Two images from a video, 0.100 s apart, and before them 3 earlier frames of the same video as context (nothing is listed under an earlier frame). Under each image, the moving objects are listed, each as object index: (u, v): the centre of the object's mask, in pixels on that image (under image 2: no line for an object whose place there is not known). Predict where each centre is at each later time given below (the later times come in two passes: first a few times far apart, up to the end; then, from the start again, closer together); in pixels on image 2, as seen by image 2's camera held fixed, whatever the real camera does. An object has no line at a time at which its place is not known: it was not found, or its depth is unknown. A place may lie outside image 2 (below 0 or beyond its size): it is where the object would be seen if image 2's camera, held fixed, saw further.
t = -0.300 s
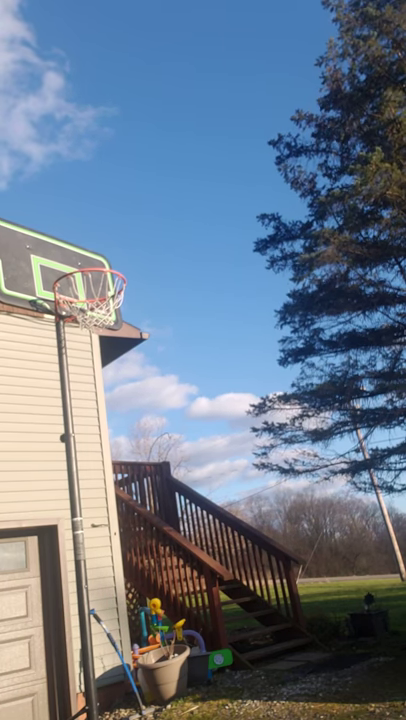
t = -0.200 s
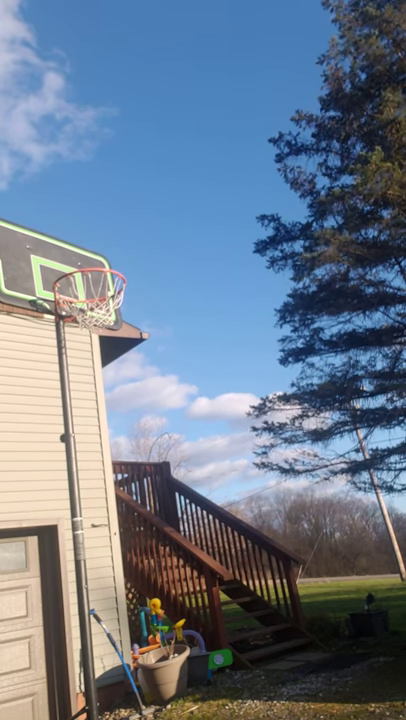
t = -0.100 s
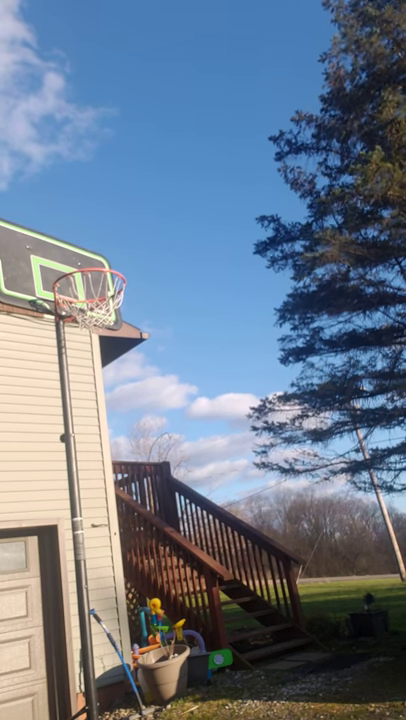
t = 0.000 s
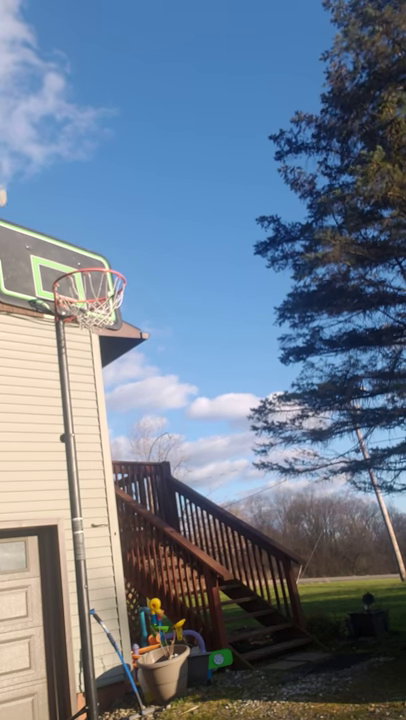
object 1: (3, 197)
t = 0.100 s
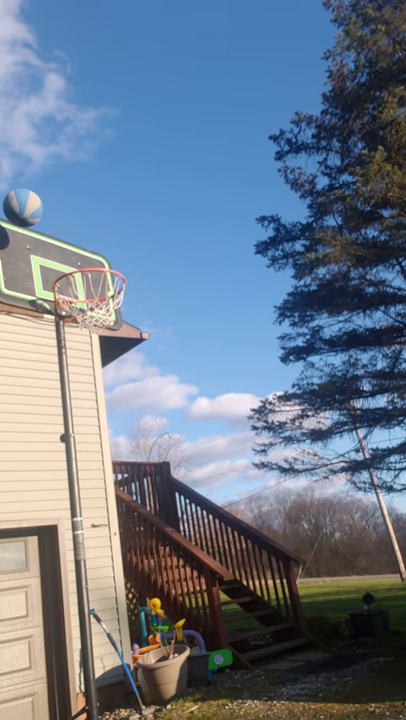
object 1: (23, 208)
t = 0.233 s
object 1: (69, 241)
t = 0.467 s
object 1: (97, 248)
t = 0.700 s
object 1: (88, 230)
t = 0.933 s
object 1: (88, 279)
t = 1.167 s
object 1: (96, 387)
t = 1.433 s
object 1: (119, 614)
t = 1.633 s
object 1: (120, 703)
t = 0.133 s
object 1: (35, 214)
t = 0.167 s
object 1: (46, 222)
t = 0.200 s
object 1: (57, 231)
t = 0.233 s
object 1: (69, 241)
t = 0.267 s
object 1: (80, 252)
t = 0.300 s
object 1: (89, 259)
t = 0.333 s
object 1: (102, 279)
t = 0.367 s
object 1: (103, 269)
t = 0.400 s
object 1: (101, 260)
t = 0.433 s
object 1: (99, 255)
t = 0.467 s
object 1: (97, 248)
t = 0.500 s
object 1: (96, 242)
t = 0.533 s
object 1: (94, 237)
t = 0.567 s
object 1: (92, 233)
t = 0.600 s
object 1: (91, 230)
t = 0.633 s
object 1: (90, 228)
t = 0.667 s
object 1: (89, 228)
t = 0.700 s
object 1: (88, 230)
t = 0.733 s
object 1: (88, 232)
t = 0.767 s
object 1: (87, 236)
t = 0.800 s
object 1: (87, 242)
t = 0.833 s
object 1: (87, 248)
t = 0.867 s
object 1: (86, 255)
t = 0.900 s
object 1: (87, 263)
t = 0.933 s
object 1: (88, 279)
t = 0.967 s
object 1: (88, 290)
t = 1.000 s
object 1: (89, 305)
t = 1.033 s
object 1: (90, 318)
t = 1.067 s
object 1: (92, 334)
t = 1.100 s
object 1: (94, 349)
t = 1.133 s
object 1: (95, 366)
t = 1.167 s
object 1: (96, 387)
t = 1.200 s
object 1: (99, 408)
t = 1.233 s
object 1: (101, 430)
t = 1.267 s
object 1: (103, 455)
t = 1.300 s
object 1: (107, 482)
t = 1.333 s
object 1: (110, 511)
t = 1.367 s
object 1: (112, 543)
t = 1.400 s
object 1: (116, 577)
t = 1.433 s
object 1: (119, 614)
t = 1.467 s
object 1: (122, 653)
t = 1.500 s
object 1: (126, 696)
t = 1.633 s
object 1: (120, 703)
